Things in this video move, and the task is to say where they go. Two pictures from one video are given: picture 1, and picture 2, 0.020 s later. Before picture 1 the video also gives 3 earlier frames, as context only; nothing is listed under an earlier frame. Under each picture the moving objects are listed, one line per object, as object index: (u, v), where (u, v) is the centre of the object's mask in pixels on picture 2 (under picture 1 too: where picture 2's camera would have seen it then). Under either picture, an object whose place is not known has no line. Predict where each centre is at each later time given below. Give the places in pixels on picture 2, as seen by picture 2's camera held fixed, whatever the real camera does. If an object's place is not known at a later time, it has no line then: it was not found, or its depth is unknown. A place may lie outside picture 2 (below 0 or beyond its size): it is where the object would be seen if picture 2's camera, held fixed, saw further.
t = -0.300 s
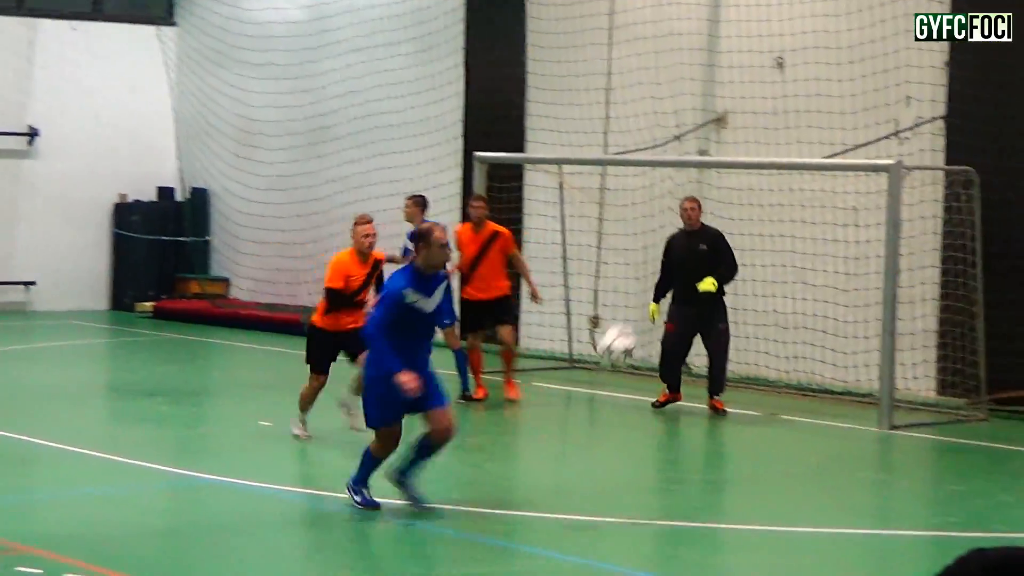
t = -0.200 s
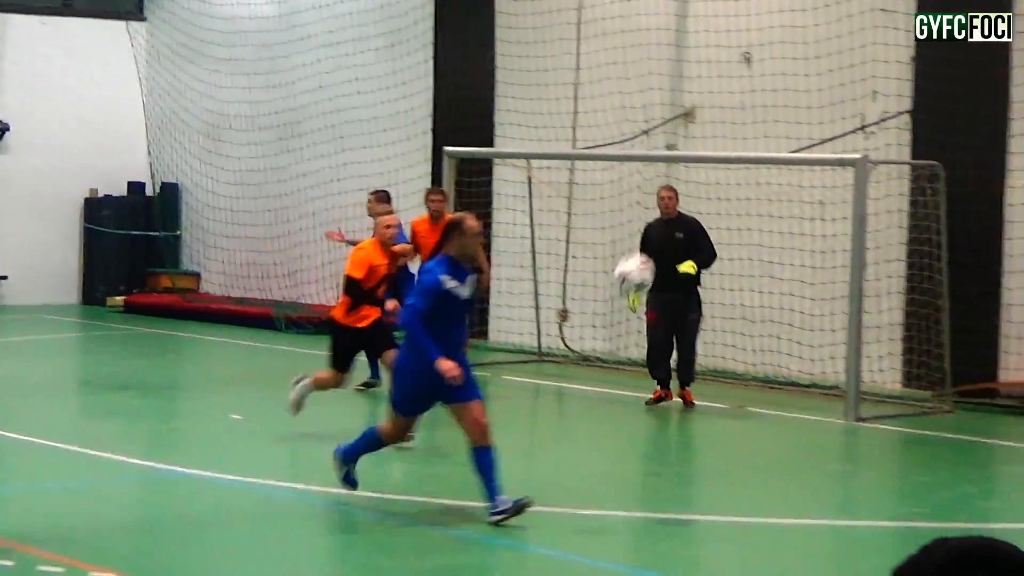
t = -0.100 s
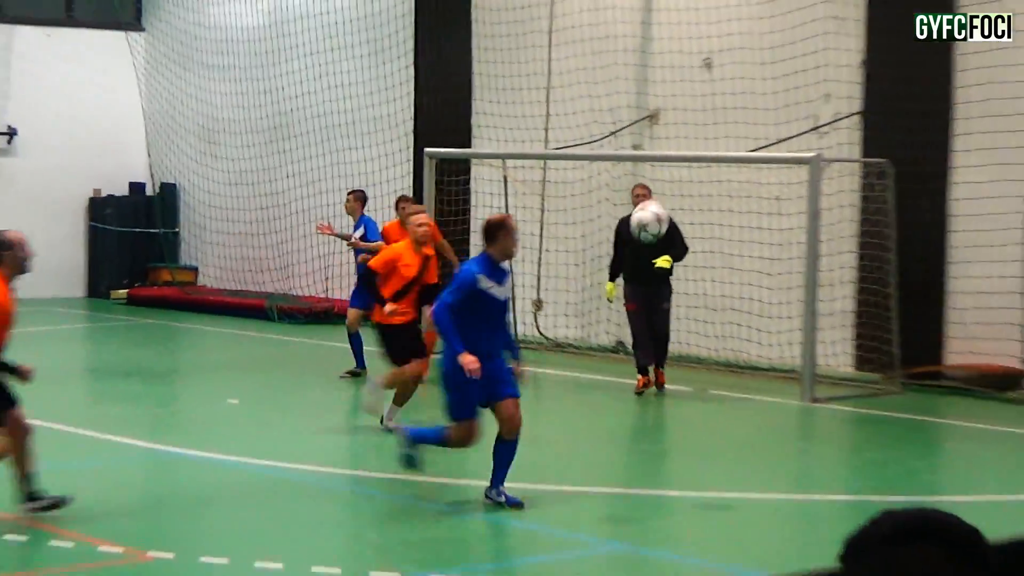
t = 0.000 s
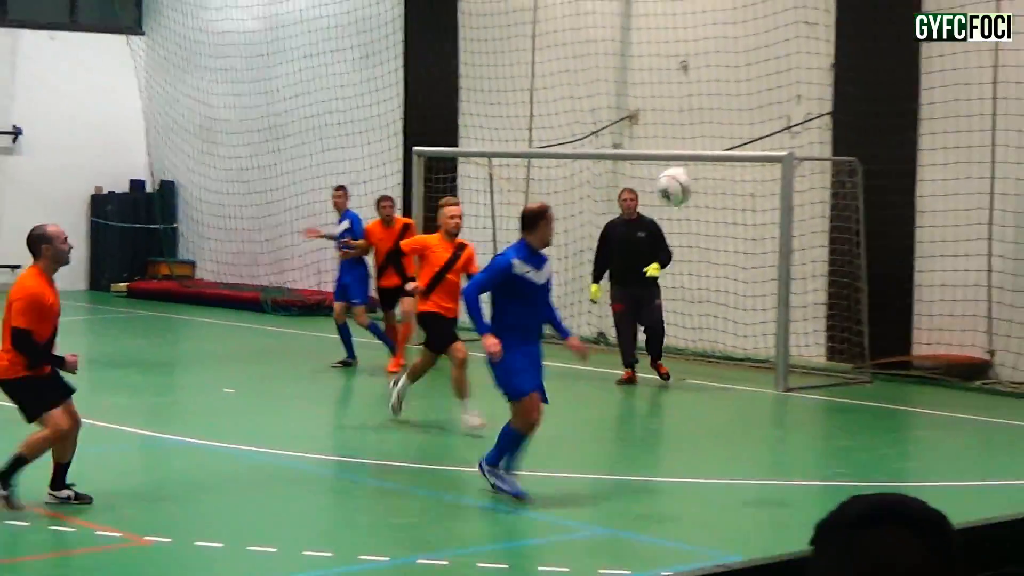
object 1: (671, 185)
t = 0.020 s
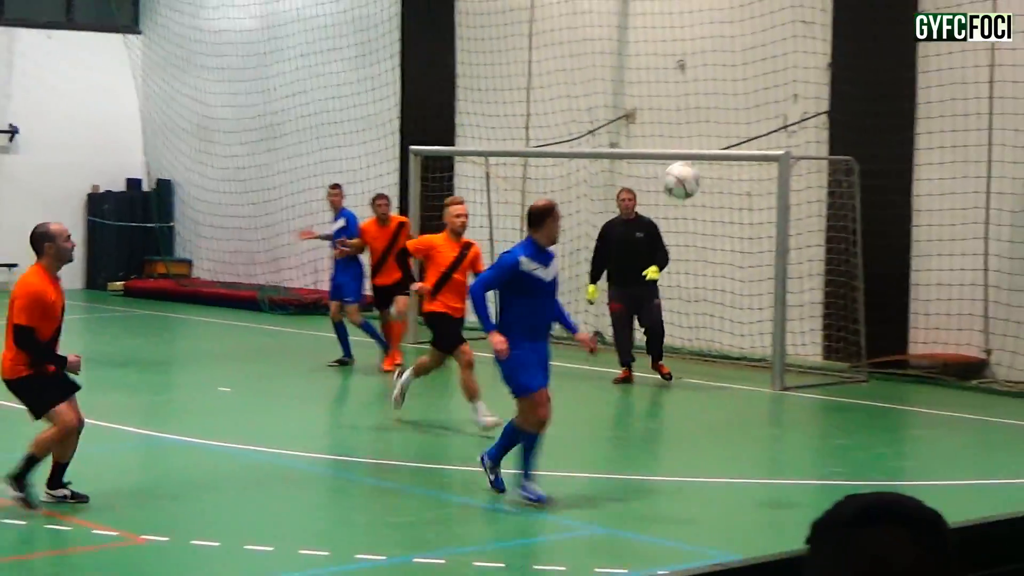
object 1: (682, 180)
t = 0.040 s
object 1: (690, 177)
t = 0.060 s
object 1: (699, 175)
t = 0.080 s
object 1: (710, 172)
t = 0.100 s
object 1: (720, 170)
